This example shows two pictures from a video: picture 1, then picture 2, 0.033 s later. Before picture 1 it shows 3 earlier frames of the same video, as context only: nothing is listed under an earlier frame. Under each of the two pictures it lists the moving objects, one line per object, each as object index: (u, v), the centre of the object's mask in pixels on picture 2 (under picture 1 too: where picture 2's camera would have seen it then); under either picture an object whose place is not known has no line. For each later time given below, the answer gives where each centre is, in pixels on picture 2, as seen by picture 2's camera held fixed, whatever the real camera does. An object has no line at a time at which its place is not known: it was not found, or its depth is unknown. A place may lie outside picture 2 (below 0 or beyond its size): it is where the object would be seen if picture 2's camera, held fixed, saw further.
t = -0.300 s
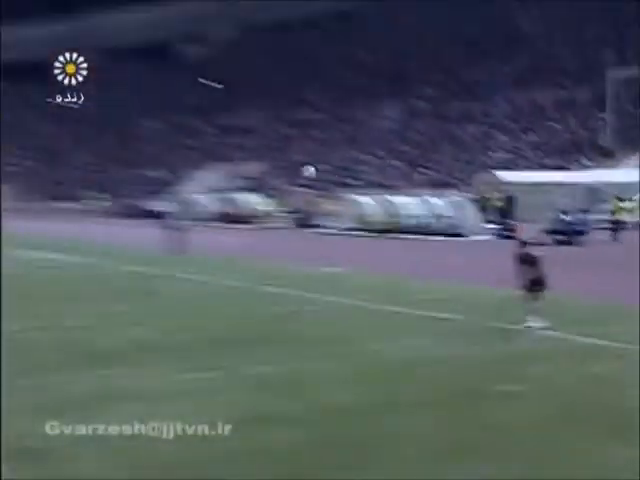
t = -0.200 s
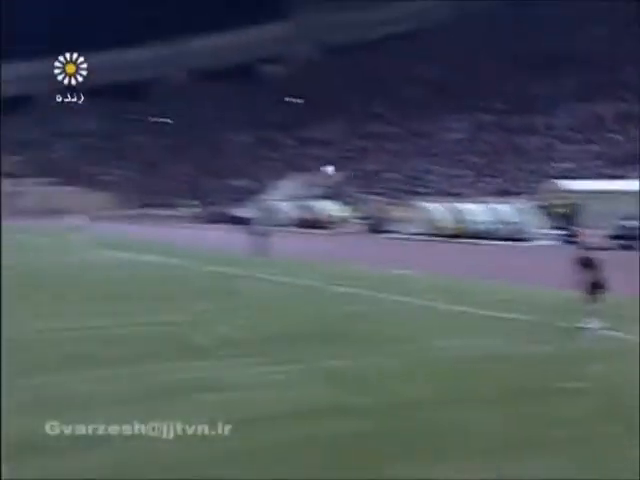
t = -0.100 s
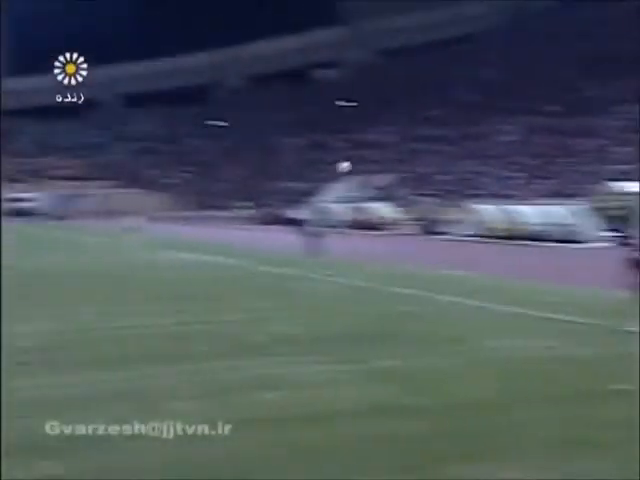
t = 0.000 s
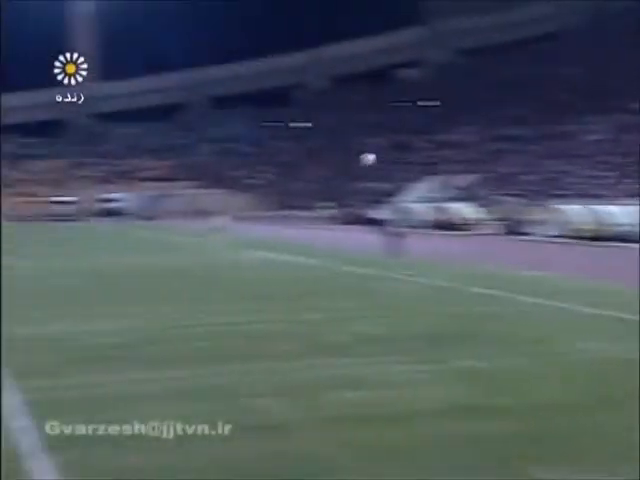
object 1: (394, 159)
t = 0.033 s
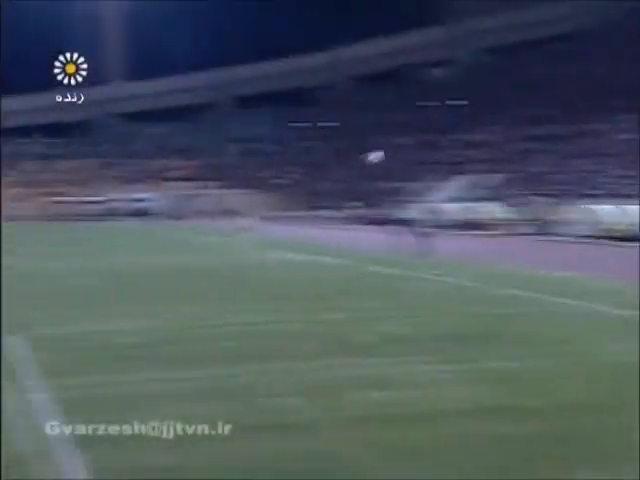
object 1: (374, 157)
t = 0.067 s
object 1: (363, 155)
